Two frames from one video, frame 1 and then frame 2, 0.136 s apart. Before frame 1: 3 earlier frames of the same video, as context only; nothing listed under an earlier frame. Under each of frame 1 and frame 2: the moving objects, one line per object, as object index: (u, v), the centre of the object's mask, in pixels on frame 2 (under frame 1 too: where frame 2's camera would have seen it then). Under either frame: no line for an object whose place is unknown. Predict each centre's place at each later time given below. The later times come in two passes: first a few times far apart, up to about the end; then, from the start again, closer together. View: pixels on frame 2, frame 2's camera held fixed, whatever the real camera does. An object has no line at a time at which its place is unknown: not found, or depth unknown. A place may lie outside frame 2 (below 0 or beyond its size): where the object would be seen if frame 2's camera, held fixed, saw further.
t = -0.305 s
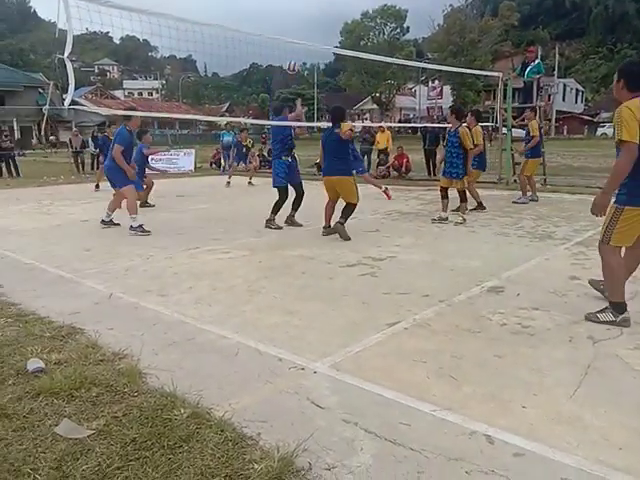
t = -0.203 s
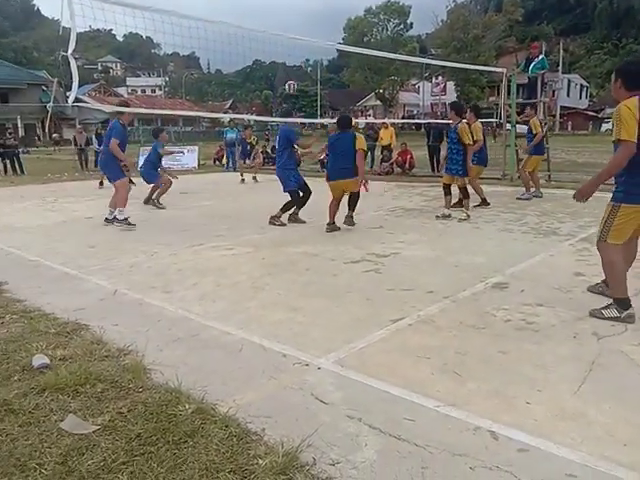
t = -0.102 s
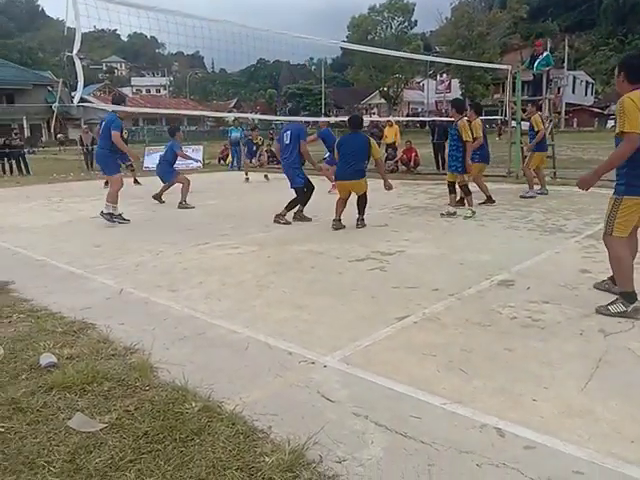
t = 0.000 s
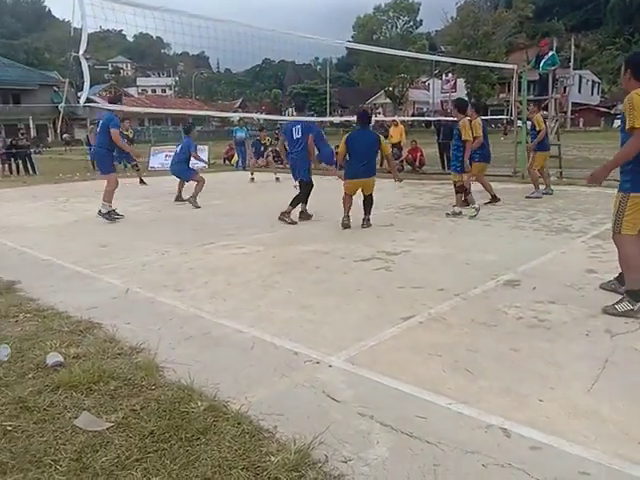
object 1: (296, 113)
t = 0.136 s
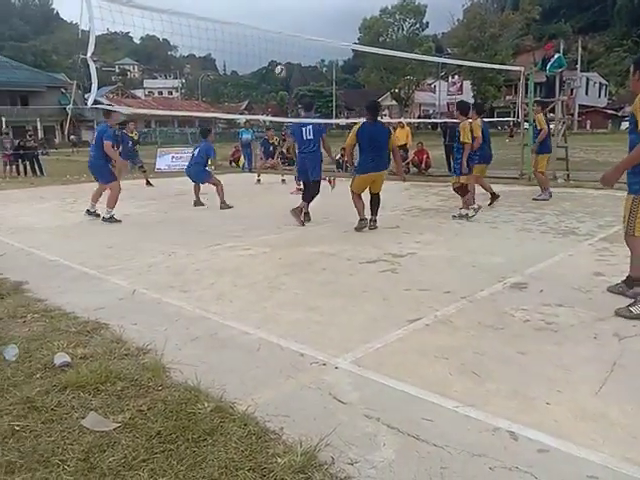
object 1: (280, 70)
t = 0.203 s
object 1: (271, 52)
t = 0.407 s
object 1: (244, 7)
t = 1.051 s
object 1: (152, 23)
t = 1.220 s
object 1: (126, 71)
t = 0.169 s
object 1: (275, 61)
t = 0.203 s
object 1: (271, 52)
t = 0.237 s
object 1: (266, 44)
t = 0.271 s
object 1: (262, 36)
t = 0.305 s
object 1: (259, 25)
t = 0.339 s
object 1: (253, 20)
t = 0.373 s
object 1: (249, 13)
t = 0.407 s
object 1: (244, 7)
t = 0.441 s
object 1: (239, 2)
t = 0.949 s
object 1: (167, 2)
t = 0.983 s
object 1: (162, 5)
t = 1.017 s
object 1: (157, 17)
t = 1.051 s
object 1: (152, 23)
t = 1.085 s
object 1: (147, 31)
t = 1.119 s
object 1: (143, 40)
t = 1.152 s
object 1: (138, 50)
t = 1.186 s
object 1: (133, 61)
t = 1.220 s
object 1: (126, 71)
